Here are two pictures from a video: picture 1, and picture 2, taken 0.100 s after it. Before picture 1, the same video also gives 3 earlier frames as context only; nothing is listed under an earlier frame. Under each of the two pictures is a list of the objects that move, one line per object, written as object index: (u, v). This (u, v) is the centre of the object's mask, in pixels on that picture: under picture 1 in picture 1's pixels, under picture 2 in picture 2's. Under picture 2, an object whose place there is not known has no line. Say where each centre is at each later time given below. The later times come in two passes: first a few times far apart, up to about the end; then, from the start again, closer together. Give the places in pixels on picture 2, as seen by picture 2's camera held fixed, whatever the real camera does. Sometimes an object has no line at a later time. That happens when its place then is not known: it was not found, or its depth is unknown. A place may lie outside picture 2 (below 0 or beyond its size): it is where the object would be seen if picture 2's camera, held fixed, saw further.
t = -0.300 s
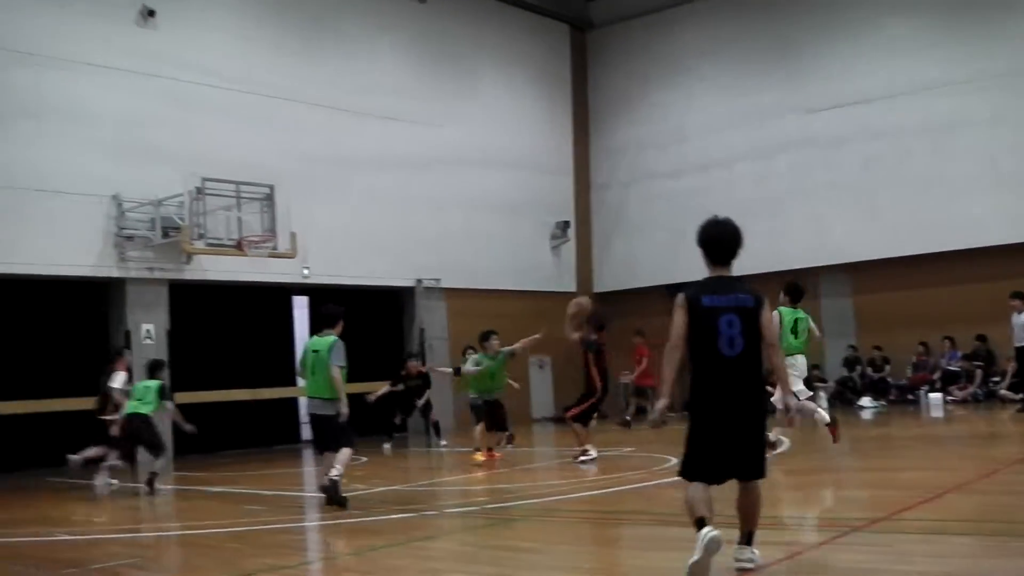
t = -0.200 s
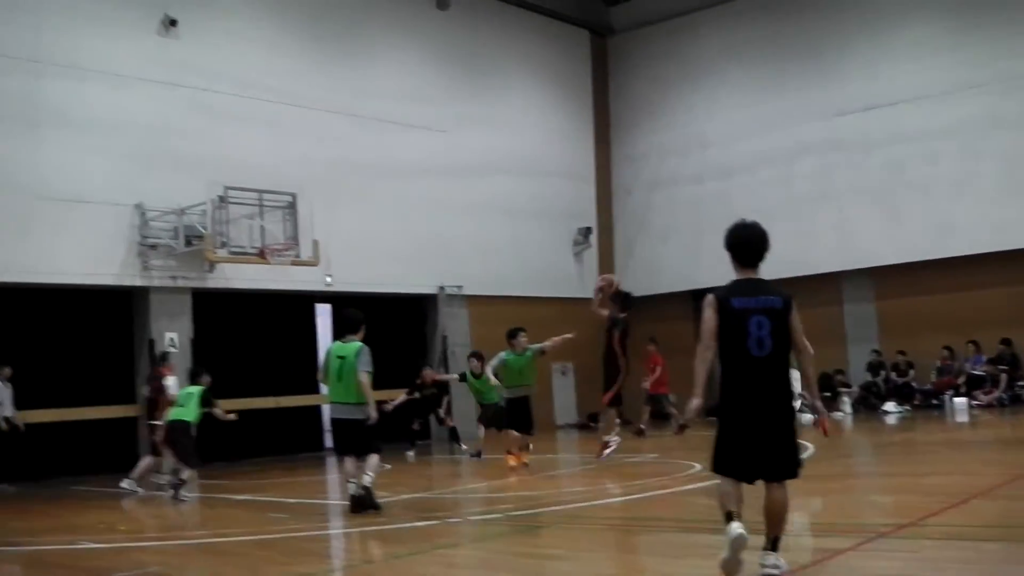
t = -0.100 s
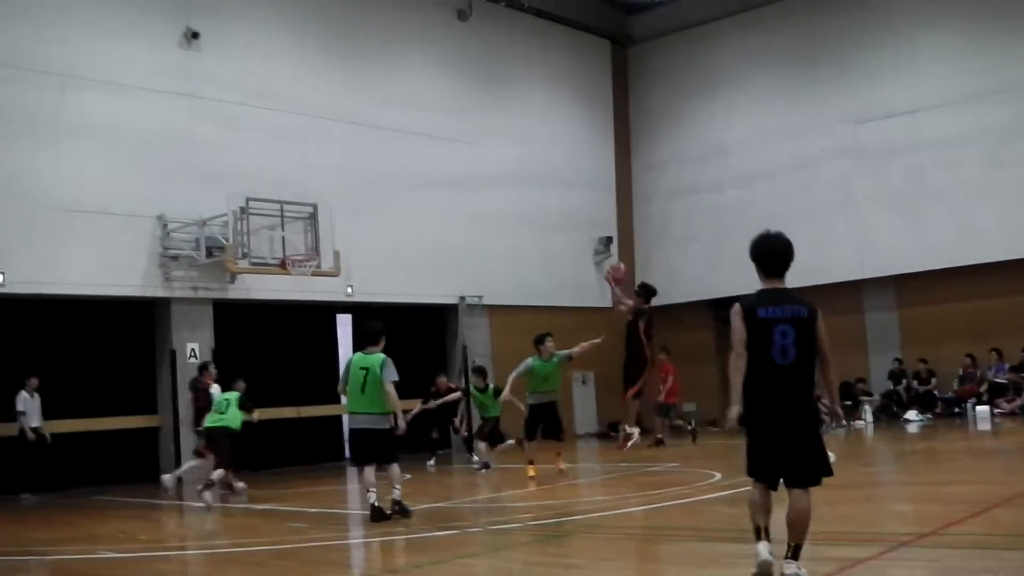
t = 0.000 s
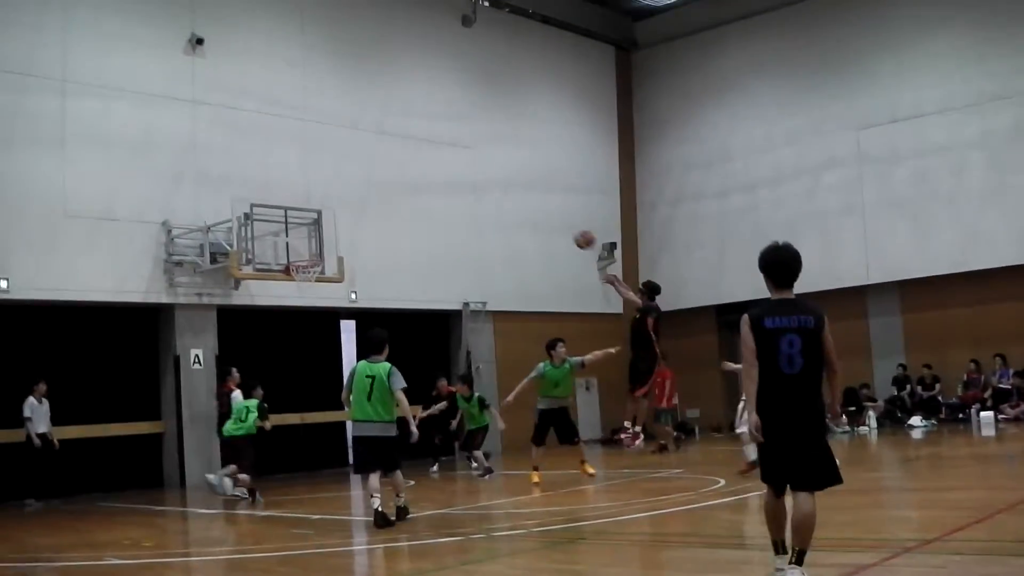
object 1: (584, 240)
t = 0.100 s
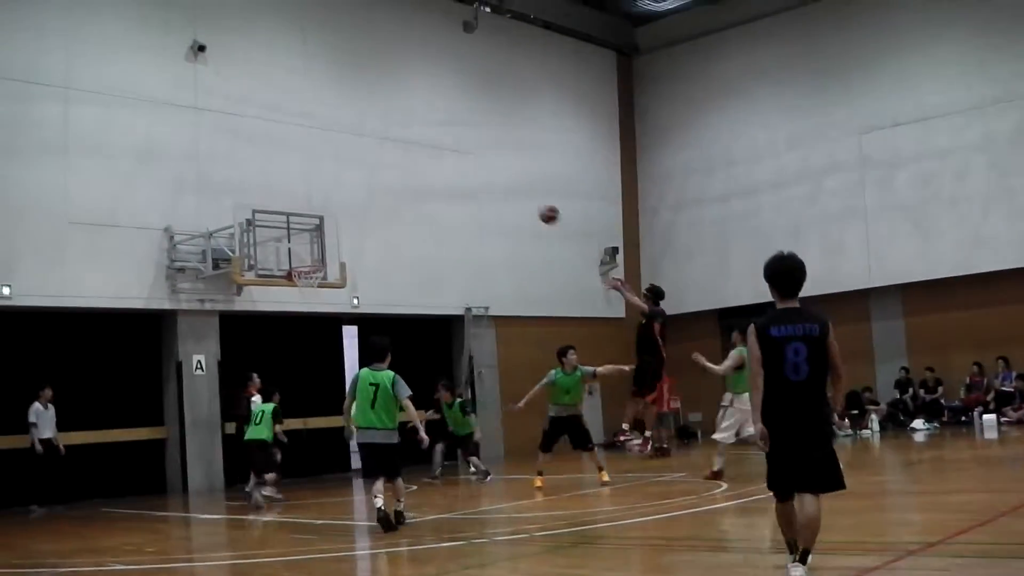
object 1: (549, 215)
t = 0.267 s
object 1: (492, 185)
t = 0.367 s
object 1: (465, 179)
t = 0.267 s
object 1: (492, 185)
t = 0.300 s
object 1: (483, 182)
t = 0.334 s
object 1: (474, 180)
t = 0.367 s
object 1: (465, 179)
